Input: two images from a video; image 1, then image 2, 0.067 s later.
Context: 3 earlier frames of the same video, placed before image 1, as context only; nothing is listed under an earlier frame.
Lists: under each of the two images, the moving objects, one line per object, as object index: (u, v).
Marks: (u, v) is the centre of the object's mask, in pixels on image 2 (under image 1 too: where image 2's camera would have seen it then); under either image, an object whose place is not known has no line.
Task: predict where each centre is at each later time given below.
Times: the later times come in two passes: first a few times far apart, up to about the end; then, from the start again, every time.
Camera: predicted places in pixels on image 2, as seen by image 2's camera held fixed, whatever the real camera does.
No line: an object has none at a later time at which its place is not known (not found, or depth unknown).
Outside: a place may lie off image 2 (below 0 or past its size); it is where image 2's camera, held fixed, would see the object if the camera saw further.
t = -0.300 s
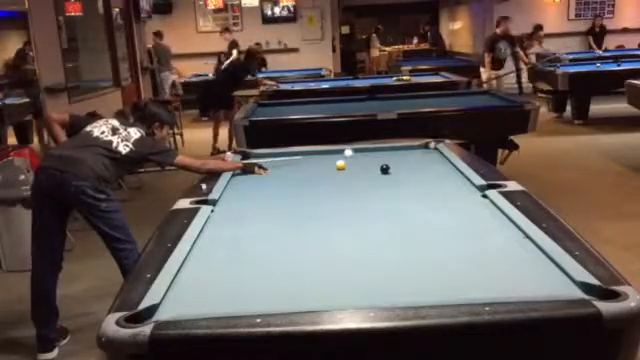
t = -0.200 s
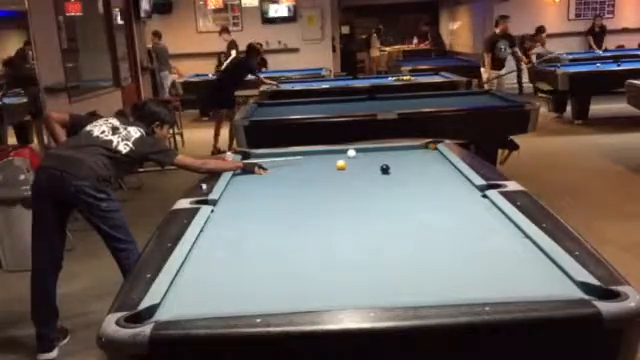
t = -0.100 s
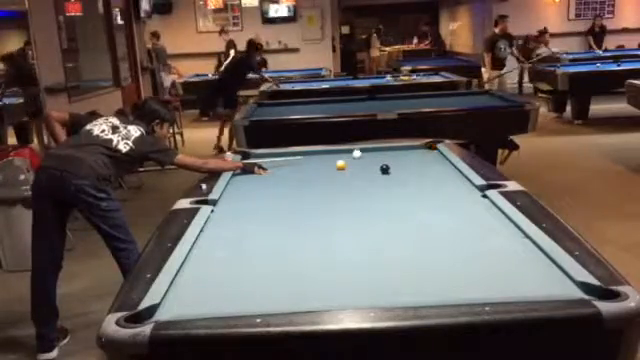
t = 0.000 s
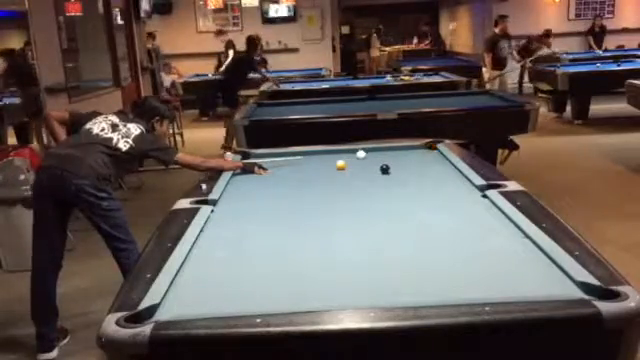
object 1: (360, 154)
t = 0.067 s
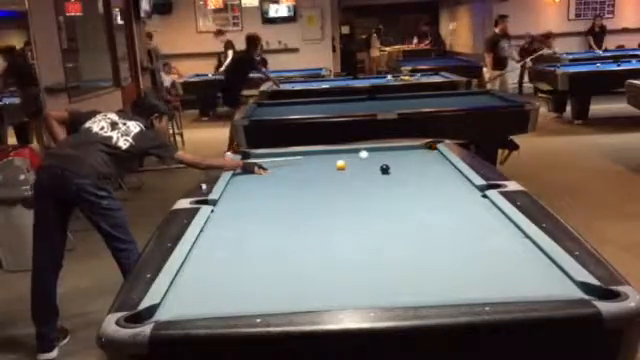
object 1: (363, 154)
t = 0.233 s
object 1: (371, 155)
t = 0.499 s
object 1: (380, 156)
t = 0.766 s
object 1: (390, 157)
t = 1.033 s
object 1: (400, 157)
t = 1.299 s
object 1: (409, 160)
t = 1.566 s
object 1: (417, 161)
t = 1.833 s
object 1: (425, 162)
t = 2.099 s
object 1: (431, 162)
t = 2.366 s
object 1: (436, 163)
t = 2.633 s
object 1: (443, 164)
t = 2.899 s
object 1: (446, 164)
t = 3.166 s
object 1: (447, 164)
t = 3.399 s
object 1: (447, 164)
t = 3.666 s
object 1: (447, 165)
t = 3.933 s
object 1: (447, 165)
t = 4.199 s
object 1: (447, 165)
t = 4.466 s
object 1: (447, 165)
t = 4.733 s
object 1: (447, 165)
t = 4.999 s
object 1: (446, 165)
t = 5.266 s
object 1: (447, 165)
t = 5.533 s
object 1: (447, 165)
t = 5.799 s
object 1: (447, 165)
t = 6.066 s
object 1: (447, 165)
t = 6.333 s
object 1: (446, 165)
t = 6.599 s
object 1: (447, 165)
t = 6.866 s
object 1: (446, 165)
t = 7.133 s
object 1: (446, 165)
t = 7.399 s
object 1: (446, 165)
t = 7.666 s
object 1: (446, 165)
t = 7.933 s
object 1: (446, 165)
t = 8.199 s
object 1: (446, 165)
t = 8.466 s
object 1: (446, 165)
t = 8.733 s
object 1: (446, 165)
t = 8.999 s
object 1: (446, 165)
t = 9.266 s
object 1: (446, 165)
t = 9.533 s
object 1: (447, 165)
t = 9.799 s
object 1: (446, 165)
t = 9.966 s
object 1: (446, 165)
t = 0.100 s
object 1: (364, 154)
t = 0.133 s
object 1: (366, 154)
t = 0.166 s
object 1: (368, 155)
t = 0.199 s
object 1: (370, 155)
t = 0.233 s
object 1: (371, 155)
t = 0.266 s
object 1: (373, 155)
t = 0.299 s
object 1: (373, 156)
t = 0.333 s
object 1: (375, 156)
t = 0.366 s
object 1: (375, 155)
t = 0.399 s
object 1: (378, 156)
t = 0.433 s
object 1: (378, 155)
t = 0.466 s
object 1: (379, 156)
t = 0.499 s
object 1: (380, 156)
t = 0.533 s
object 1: (384, 156)
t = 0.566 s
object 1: (384, 156)
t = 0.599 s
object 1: (385, 156)
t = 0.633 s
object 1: (386, 156)
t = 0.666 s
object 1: (387, 157)
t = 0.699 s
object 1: (387, 157)
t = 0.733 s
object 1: (389, 156)
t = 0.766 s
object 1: (390, 157)
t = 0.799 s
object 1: (392, 157)
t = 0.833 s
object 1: (392, 158)
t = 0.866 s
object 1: (393, 158)
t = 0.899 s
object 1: (393, 158)
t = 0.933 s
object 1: (393, 158)
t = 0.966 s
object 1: (394, 158)
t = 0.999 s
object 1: (399, 157)
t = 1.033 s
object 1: (400, 157)
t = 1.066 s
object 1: (402, 159)
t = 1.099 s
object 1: (404, 160)
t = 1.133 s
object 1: (405, 160)
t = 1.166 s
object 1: (405, 160)
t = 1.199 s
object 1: (407, 160)
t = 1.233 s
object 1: (407, 160)
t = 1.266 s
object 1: (408, 160)
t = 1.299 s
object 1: (409, 160)
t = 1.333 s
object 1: (410, 160)
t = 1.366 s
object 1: (410, 160)
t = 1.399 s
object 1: (410, 160)
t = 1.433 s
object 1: (411, 160)
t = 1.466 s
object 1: (413, 161)
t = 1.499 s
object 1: (414, 161)
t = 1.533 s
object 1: (417, 161)
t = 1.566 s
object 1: (417, 161)
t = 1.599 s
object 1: (418, 161)
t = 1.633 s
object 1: (420, 161)
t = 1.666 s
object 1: (421, 161)
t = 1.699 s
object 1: (421, 161)
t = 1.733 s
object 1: (421, 161)
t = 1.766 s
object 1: (423, 161)
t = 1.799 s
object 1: (424, 162)
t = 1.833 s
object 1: (425, 162)
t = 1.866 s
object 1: (426, 162)
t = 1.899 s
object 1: (426, 162)
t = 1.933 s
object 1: (426, 162)
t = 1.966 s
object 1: (426, 162)
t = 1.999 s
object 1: (428, 162)
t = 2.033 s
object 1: (428, 163)
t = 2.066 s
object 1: (429, 163)
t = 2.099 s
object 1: (431, 162)
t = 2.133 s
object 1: (432, 163)
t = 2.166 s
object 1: (433, 163)
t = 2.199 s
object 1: (433, 163)
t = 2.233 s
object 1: (434, 163)
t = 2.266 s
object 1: (435, 163)
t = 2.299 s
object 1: (435, 163)
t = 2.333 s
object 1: (436, 163)
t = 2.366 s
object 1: (436, 163)
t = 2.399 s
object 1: (438, 164)
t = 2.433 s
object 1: (438, 164)
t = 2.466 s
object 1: (438, 164)
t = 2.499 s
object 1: (439, 164)
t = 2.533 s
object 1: (440, 164)
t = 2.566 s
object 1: (440, 164)
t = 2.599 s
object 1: (441, 164)
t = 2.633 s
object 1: (443, 164)
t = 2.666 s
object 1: (443, 164)
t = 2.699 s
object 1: (443, 164)
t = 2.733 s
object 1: (444, 164)
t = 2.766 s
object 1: (444, 164)
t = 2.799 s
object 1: (445, 164)
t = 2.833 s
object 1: (445, 164)
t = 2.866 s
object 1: (446, 164)
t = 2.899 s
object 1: (446, 164)
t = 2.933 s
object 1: (447, 164)
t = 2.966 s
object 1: (447, 164)
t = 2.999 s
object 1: (447, 164)
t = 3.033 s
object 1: (447, 164)
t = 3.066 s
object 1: (447, 164)
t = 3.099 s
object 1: (447, 164)
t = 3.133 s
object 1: (447, 164)
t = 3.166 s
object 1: (447, 164)
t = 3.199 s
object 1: (447, 164)
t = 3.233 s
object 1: (447, 164)
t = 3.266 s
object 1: (447, 164)
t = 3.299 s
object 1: (447, 164)
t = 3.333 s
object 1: (447, 164)
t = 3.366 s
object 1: (447, 164)
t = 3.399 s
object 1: (447, 164)
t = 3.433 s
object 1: (447, 164)
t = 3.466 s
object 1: (447, 165)
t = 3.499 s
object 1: (447, 165)
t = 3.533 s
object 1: (447, 165)
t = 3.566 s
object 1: (447, 165)
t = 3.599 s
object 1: (447, 165)
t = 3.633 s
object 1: (447, 165)
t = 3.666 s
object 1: (447, 165)
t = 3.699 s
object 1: (447, 165)
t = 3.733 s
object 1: (447, 165)
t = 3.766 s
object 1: (447, 165)
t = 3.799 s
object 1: (447, 165)
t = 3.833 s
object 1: (447, 165)
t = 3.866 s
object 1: (447, 165)
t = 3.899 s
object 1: (447, 165)
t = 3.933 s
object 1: (447, 165)
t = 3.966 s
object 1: (447, 165)
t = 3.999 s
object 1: (446, 165)
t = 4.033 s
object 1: (446, 165)
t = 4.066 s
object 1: (446, 165)
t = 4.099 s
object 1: (447, 165)
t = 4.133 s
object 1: (447, 165)
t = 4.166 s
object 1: (447, 165)
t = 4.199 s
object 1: (447, 165)
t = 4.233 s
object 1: (447, 165)
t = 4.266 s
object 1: (447, 165)
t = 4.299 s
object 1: (447, 165)
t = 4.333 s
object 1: (447, 165)
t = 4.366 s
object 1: (447, 165)
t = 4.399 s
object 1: (447, 165)
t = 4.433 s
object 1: (447, 165)
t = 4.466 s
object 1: (447, 165)
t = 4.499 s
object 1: (447, 165)
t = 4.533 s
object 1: (447, 165)
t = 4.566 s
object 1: (447, 165)
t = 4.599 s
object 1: (447, 165)
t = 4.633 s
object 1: (447, 165)
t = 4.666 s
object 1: (447, 165)
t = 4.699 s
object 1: (447, 165)
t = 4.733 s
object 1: (447, 165)
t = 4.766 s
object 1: (447, 165)
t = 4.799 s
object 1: (447, 165)
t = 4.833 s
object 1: (447, 165)
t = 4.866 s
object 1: (447, 165)
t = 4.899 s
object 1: (447, 165)
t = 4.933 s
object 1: (446, 165)
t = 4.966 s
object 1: (447, 165)
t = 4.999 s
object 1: (446, 165)
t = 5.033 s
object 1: (447, 165)
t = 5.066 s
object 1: (446, 165)
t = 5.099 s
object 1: (446, 165)
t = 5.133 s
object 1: (447, 165)
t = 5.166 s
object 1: (447, 165)
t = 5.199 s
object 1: (447, 165)
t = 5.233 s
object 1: (447, 165)
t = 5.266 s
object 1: (447, 165)
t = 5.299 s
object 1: (447, 165)
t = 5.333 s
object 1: (447, 165)
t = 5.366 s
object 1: (447, 165)
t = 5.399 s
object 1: (447, 165)
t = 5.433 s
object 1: (447, 165)
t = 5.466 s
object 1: (447, 165)
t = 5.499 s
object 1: (447, 165)
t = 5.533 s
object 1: (447, 165)
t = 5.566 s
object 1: (447, 165)
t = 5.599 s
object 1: (447, 165)
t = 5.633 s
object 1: (447, 165)
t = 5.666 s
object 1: (447, 165)
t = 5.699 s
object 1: (447, 165)
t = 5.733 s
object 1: (447, 165)
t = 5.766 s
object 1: (447, 165)
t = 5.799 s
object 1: (447, 165)
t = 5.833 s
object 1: (447, 165)
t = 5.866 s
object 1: (447, 165)
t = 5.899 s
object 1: (447, 165)
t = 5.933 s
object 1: (447, 165)
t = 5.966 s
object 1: (447, 165)
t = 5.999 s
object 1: (447, 165)
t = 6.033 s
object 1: (447, 165)
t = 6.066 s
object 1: (447, 165)
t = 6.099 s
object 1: (447, 165)
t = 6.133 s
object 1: (447, 165)
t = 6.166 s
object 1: (446, 165)
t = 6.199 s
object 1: (446, 165)
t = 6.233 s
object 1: (446, 165)
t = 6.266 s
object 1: (446, 165)
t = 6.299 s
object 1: (447, 165)
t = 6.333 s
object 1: (446, 165)
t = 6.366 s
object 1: (446, 165)
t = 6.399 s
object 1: (446, 165)
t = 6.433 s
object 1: (446, 165)
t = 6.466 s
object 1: (446, 165)
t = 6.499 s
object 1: (446, 165)
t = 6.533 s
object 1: (446, 165)
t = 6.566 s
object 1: (446, 165)
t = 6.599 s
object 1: (447, 165)
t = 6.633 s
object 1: (447, 165)
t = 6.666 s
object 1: (446, 165)
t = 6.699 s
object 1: (446, 165)
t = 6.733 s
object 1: (446, 165)
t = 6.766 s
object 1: (446, 165)
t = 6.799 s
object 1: (447, 165)
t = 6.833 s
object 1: (446, 165)
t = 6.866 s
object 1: (446, 165)
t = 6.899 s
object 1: (446, 165)
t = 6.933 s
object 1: (447, 165)
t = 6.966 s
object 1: (447, 165)
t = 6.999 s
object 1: (447, 165)
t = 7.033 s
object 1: (447, 165)
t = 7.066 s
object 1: (447, 165)
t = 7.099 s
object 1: (447, 165)
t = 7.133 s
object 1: (446, 165)
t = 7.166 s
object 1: (446, 165)
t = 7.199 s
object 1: (446, 165)
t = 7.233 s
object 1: (446, 165)
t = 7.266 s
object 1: (446, 165)
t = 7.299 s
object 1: (446, 165)
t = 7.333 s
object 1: (446, 165)
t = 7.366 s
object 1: (446, 165)
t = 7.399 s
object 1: (446, 165)
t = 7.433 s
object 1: (446, 165)
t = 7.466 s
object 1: (446, 165)
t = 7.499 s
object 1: (446, 165)
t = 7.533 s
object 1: (446, 165)
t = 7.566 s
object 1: (446, 165)
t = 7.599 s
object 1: (446, 165)
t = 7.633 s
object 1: (446, 165)
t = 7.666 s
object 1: (446, 165)
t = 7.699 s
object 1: (446, 165)
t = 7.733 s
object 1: (446, 165)
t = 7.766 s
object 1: (446, 165)
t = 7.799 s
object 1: (446, 165)
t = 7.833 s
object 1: (446, 165)
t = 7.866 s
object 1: (446, 165)
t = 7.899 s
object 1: (446, 165)
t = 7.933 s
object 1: (446, 165)
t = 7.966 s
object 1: (446, 165)
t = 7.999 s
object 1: (446, 165)
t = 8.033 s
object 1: (446, 165)
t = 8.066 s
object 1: (446, 165)
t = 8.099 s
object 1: (446, 165)
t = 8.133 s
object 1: (446, 165)
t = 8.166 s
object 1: (446, 165)
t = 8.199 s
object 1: (446, 165)
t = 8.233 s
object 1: (446, 165)
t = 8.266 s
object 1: (446, 165)
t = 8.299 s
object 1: (446, 165)
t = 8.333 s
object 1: (446, 165)
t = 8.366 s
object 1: (446, 165)
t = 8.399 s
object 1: (446, 165)
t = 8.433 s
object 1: (446, 165)
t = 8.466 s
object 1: (446, 165)
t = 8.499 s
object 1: (446, 165)
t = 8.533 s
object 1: (447, 165)
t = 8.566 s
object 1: (446, 165)
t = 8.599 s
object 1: (446, 165)
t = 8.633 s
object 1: (446, 165)
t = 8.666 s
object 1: (446, 165)
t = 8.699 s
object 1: (446, 165)
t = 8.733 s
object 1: (446, 165)
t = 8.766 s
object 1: (446, 165)
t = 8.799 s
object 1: (446, 165)
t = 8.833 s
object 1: (446, 165)
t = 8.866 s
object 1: (446, 165)
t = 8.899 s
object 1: (446, 165)
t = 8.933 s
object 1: (446, 165)
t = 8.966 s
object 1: (446, 165)
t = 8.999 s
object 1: (446, 165)
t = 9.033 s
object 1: (446, 165)
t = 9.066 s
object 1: (446, 165)
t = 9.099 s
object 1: (446, 165)
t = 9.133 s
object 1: (446, 165)
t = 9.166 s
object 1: (446, 165)
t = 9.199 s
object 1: (446, 165)
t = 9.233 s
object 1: (446, 165)
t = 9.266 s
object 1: (446, 165)
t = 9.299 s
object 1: (446, 165)
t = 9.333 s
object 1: (446, 165)
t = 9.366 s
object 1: (447, 165)
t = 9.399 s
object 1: (447, 165)
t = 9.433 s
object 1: (447, 165)
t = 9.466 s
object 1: (447, 165)
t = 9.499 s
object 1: (447, 165)
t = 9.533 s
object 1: (447, 165)
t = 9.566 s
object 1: (447, 165)
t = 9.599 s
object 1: (447, 165)
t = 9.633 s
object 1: (447, 165)
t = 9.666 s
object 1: (447, 165)
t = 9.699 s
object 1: (447, 165)
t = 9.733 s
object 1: (447, 165)
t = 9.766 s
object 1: (447, 165)
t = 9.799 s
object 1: (446, 165)
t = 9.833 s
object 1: (447, 165)
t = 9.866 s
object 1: (446, 165)
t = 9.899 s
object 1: (446, 165)
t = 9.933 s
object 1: (446, 165)
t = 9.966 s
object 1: (446, 165)
